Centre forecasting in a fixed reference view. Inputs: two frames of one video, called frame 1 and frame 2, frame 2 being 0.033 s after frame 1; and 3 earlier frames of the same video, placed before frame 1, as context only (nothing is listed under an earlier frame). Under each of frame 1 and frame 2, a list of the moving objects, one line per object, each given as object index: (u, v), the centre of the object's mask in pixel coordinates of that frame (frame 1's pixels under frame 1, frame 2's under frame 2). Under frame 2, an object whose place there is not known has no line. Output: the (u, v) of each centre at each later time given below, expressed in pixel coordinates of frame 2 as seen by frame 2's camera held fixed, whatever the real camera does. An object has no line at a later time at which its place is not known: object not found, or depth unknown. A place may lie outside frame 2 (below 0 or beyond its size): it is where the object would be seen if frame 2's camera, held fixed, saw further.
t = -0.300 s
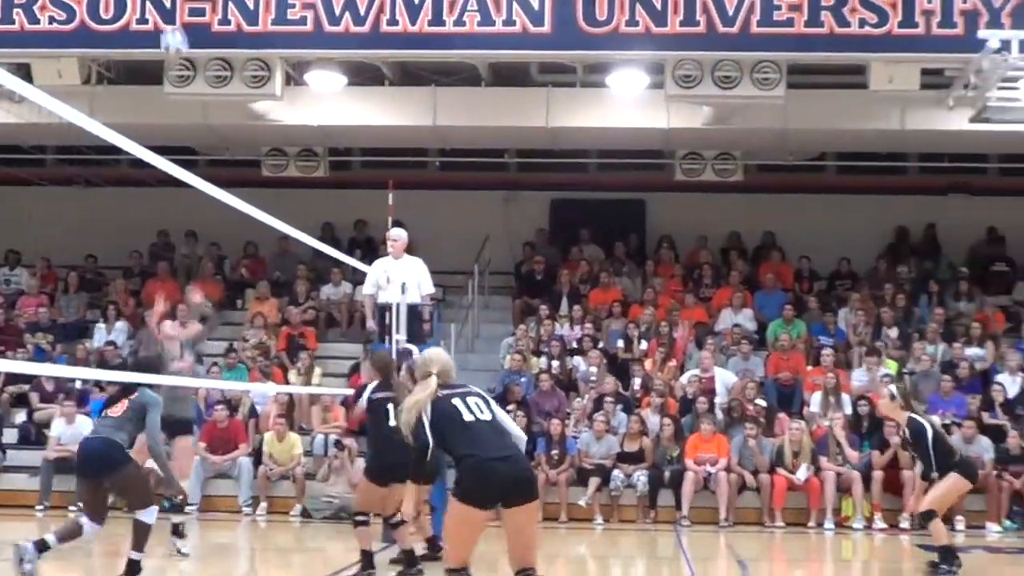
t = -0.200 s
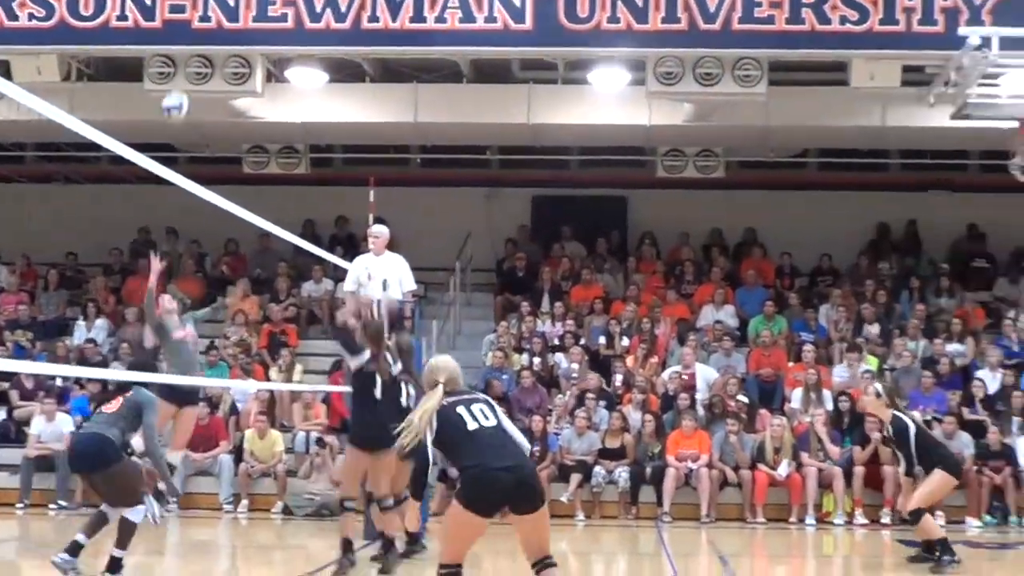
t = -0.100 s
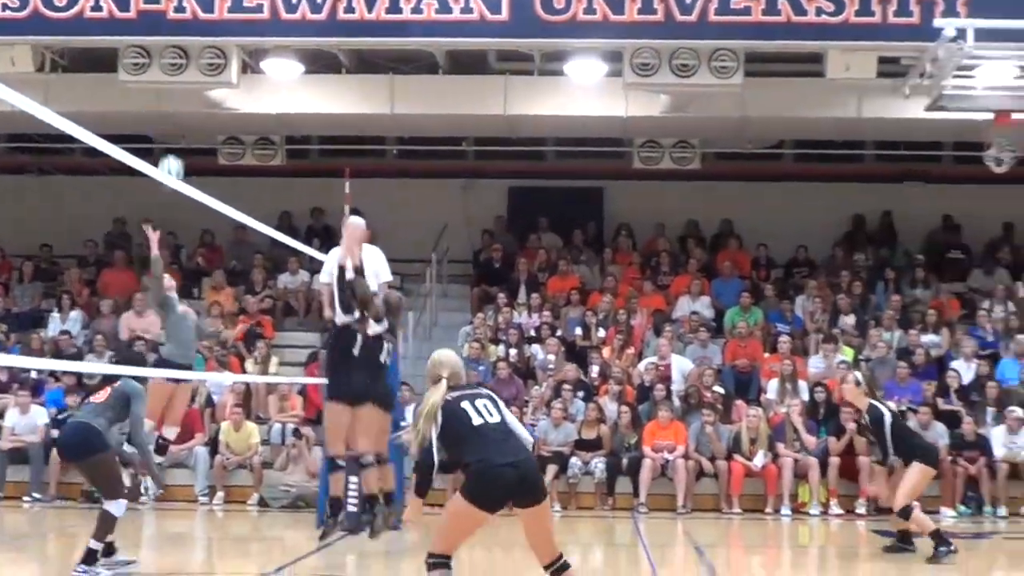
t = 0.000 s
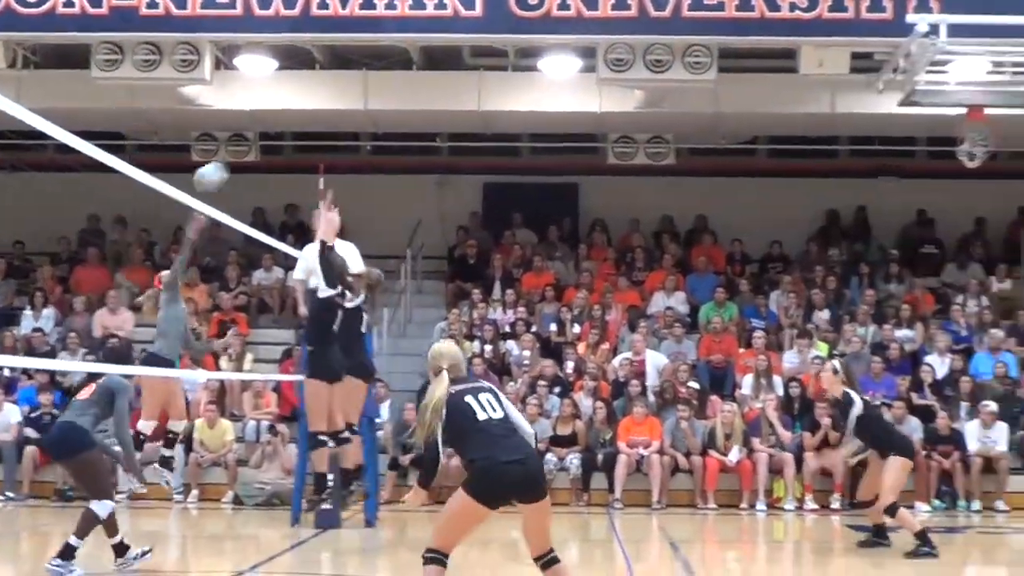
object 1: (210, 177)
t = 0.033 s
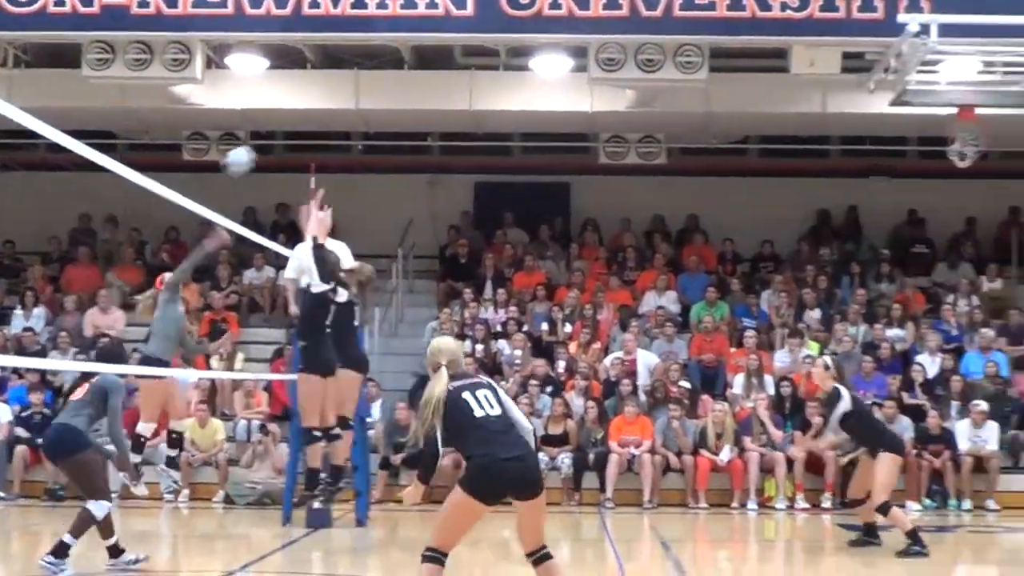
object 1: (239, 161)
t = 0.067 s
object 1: (279, 148)
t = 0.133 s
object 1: (352, 126)
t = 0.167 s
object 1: (386, 117)
